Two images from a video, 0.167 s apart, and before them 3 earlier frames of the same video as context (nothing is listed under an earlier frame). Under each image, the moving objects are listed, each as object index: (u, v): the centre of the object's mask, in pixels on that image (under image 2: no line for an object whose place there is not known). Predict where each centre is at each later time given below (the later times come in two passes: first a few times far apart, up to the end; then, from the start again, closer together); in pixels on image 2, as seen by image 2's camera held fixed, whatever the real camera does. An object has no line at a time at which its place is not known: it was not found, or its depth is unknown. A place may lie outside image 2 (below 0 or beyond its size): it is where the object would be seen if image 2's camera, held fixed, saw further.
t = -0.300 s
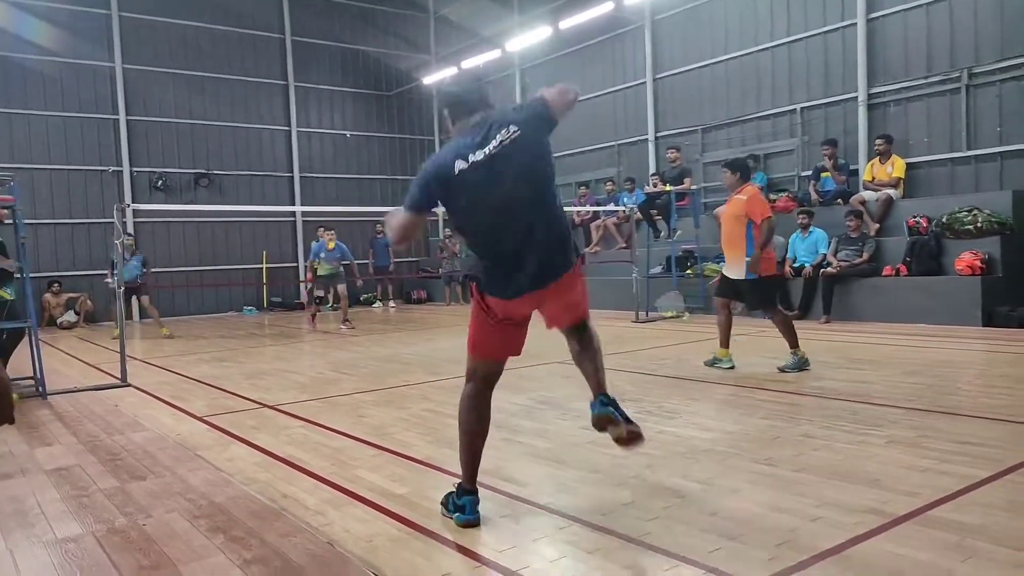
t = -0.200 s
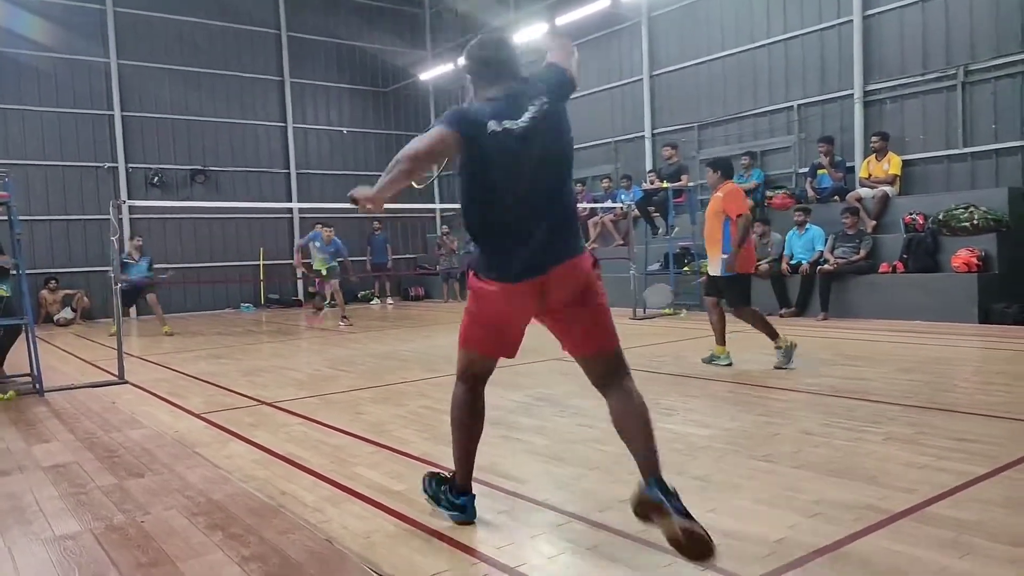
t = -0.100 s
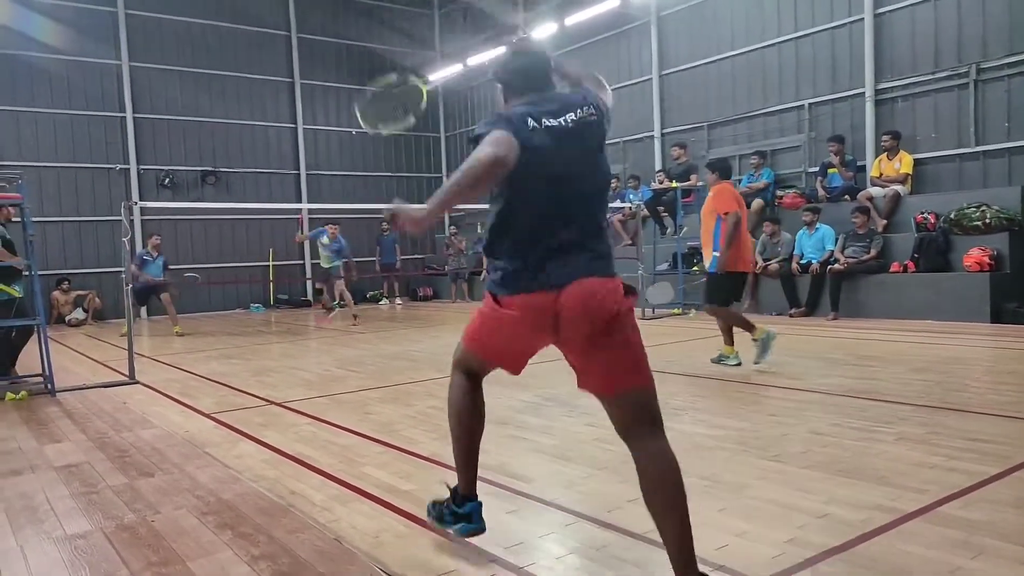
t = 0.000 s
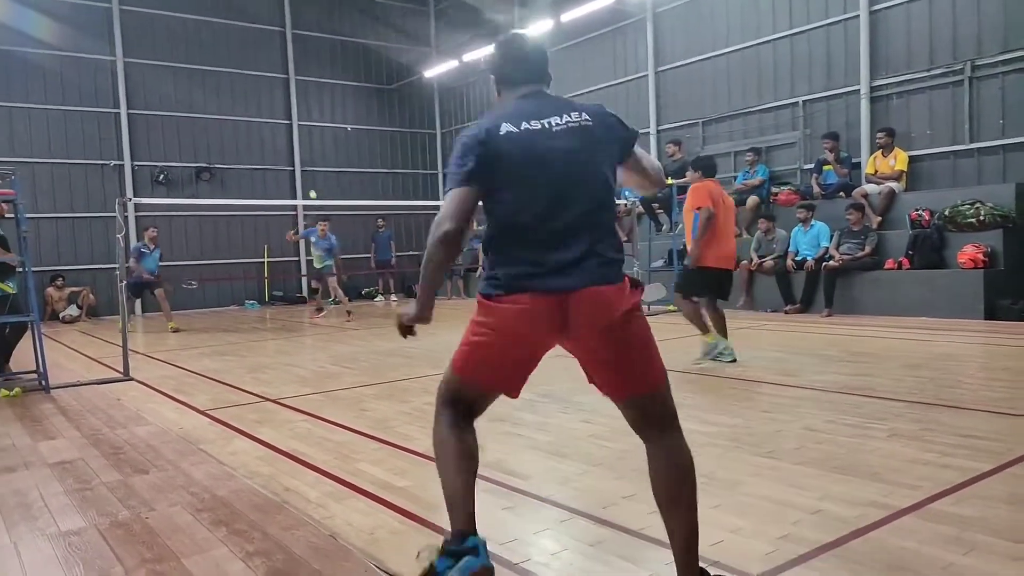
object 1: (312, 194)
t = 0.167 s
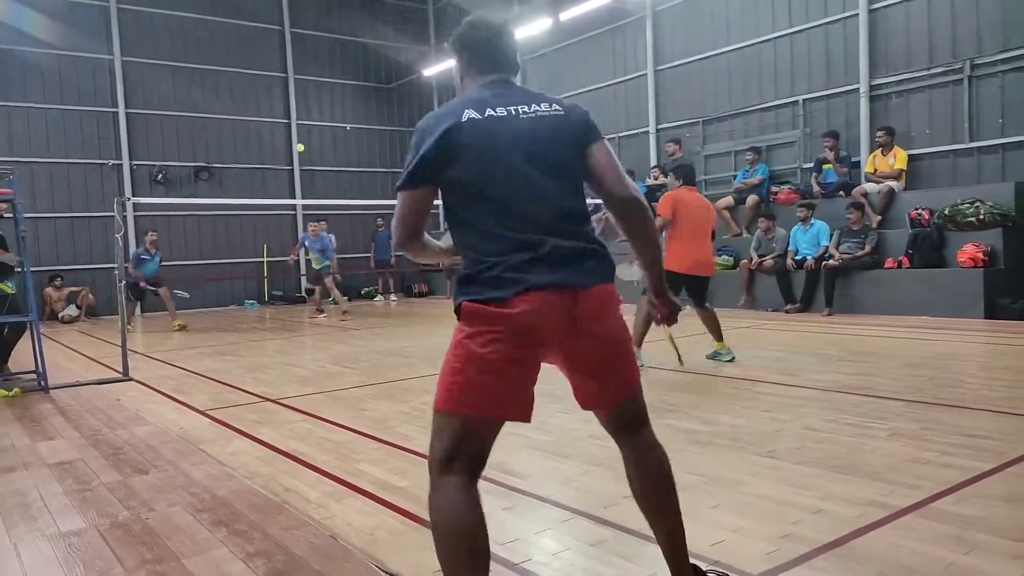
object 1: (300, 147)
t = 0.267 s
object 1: (293, 133)
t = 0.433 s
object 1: (284, 134)
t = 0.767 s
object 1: (270, 254)
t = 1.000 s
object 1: (266, 428)
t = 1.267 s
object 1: (264, 402)
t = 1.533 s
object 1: (266, 436)
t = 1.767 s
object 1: (266, 440)
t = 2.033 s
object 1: (268, 448)
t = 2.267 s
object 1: (269, 448)
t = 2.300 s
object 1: (269, 448)
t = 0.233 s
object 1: (295, 137)
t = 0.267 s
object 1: (293, 133)
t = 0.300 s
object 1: (291, 130)
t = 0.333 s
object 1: (290, 129)
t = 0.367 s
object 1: (288, 129)
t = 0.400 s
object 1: (286, 131)
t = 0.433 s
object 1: (284, 134)
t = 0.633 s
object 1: (274, 185)
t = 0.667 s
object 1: (273, 199)
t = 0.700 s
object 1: (272, 216)
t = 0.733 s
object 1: (271, 234)
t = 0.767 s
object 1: (270, 254)
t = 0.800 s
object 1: (270, 276)
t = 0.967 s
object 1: (266, 414)
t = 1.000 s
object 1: (266, 428)
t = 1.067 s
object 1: (267, 406)
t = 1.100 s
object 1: (268, 400)
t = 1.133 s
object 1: (268, 398)
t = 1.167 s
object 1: (266, 398)
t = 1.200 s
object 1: (264, 398)
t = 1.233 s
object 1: (263, 399)
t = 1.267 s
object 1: (264, 402)
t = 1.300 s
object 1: (265, 406)
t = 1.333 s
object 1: (266, 413)
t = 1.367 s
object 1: (267, 421)
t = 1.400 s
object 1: (270, 430)
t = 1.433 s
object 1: (272, 442)
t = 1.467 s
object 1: (270, 436)
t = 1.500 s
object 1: (268, 437)
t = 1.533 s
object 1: (266, 436)
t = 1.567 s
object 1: (265, 439)
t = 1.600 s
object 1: (265, 442)
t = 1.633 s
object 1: (267, 447)
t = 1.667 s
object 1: (266, 446)
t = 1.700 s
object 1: (266, 443)
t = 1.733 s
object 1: (265, 442)
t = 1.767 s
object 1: (266, 440)
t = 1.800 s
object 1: (266, 440)
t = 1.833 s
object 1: (266, 440)
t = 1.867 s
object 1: (266, 441)
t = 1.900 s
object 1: (266, 441)
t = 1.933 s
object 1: (266, 441)
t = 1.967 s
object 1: (266, 442)
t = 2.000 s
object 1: (267, 445)
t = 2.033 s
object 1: (268, 448)
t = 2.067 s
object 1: (268, 447)
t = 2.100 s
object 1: (268, 448)
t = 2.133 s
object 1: (268, 448)
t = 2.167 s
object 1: (268, 448)
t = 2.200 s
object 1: (268, 448)
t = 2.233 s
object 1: (268, 448)
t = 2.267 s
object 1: (269, 448)
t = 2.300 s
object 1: (269, 448)
